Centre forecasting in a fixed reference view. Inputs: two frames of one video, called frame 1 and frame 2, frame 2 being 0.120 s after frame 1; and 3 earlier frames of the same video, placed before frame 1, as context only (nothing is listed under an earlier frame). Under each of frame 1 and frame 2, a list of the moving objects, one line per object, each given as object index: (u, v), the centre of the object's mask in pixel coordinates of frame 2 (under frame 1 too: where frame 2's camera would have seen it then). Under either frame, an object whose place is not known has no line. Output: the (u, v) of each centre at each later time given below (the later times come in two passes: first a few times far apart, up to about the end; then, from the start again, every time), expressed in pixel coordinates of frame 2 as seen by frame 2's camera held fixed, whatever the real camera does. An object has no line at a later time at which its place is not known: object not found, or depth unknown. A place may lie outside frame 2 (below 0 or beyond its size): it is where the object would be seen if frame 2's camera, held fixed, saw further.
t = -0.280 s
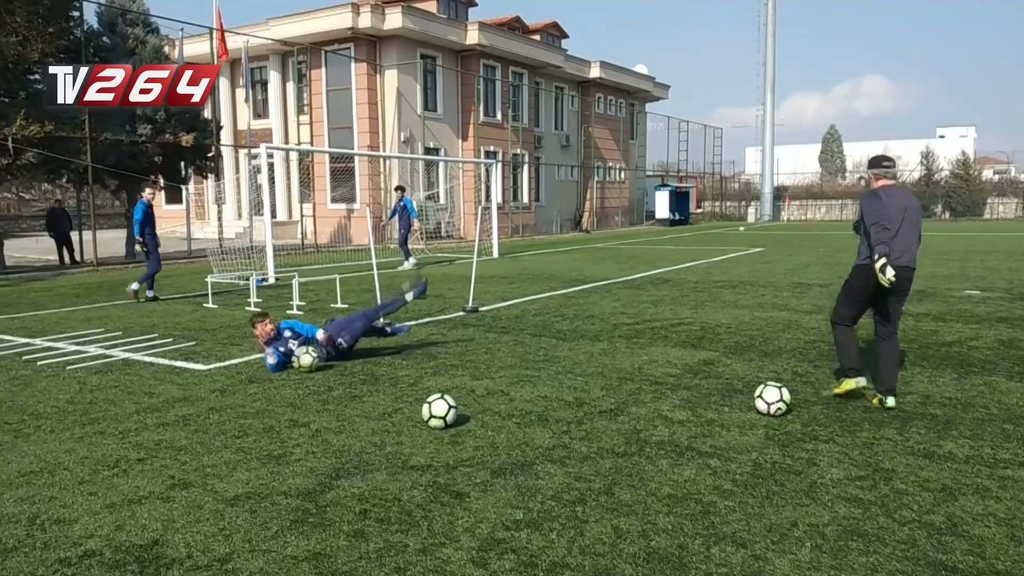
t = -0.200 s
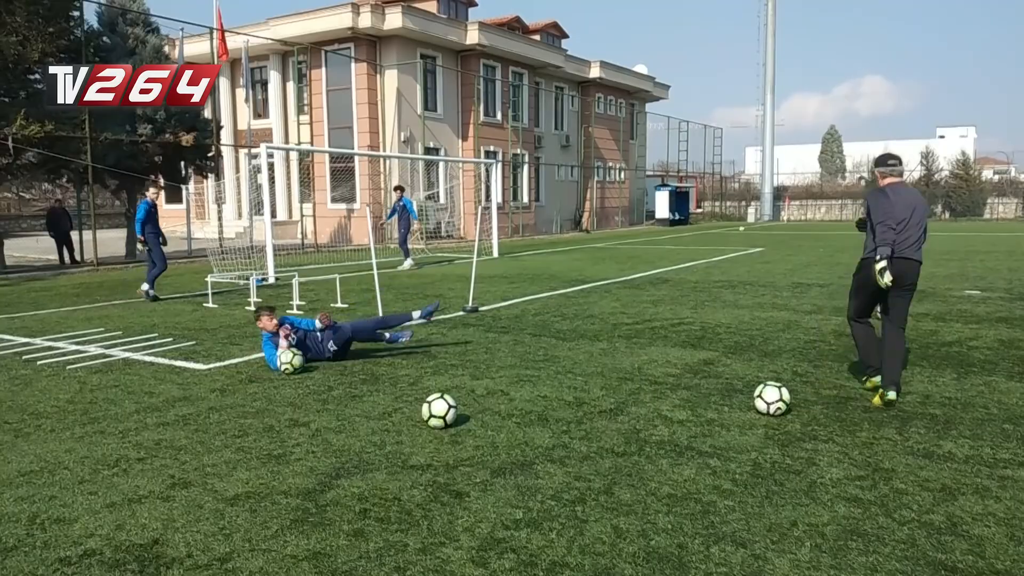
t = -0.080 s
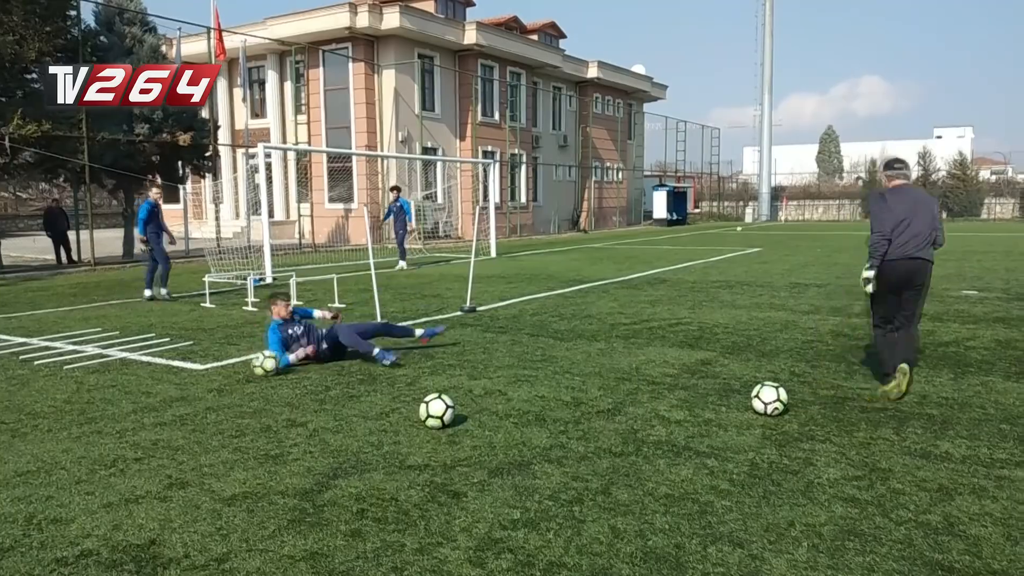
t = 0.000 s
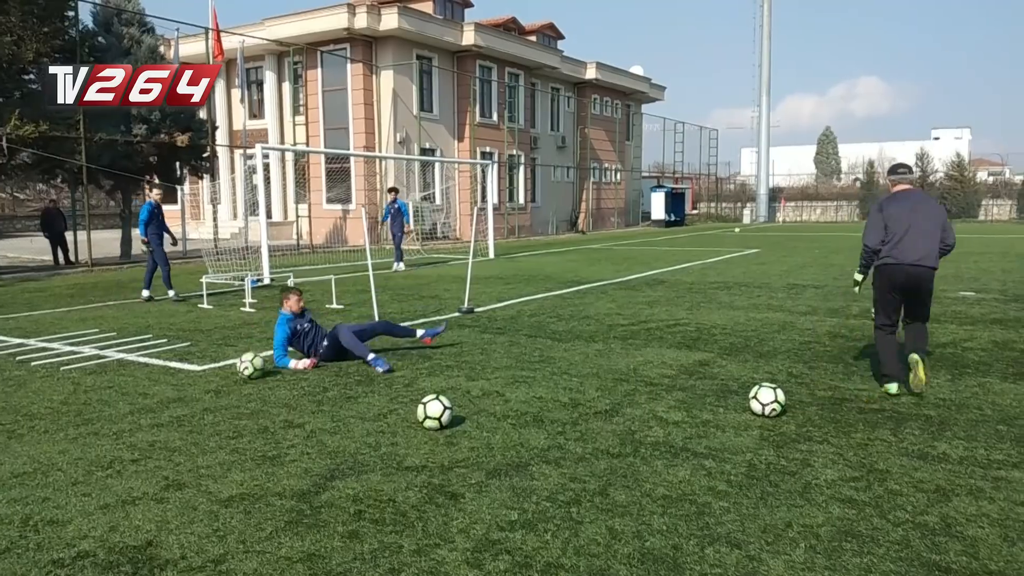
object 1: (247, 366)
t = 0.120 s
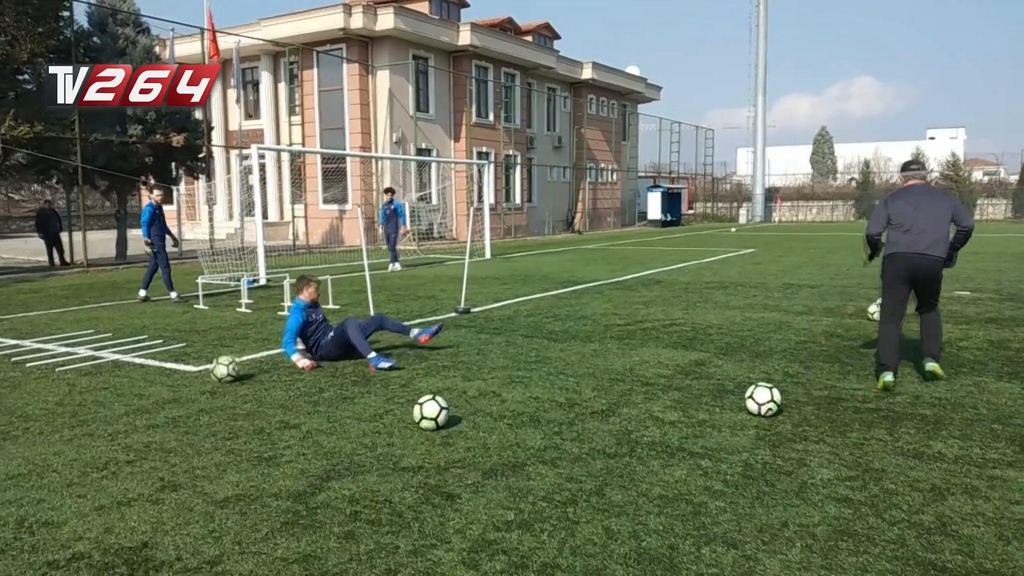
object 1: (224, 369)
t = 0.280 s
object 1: (200, 371)
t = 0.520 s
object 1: (154, 377)
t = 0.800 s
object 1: (110, 381)
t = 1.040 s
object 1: (74, 386)
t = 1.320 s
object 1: (35, 390)
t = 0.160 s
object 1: (218, 369)
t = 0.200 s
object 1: (213, 370)
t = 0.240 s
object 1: (208, 371)
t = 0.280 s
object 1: (200, 371)
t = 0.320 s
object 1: (190, 372)
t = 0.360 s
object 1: (185, 373)
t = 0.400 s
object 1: (179, 374)
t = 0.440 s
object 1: (173, 374)
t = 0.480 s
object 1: (163, 376)
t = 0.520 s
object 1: (154, 377)
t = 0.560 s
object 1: (147, 377)
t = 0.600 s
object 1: (142, 377)
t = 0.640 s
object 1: (136, 378)
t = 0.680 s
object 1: (129, 379)
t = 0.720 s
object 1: (122, 380)
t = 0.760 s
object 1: (115, 381)
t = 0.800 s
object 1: (110, 381)
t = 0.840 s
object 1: (105, 382)
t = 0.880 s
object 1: (98, 383)
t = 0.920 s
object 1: (92, 383)
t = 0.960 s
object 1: (85, 384)
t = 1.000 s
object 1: (79, 384)
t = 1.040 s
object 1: (74, 386)
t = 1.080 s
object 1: (67, 386)
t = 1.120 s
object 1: (61, 387)
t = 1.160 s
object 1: (55, 388)
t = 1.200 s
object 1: (49, 388)
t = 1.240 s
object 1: (44, 389)
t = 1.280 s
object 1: (40, 389)
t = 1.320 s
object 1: (35, 390)
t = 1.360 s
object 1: (30, 390)
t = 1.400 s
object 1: (28, 391)
